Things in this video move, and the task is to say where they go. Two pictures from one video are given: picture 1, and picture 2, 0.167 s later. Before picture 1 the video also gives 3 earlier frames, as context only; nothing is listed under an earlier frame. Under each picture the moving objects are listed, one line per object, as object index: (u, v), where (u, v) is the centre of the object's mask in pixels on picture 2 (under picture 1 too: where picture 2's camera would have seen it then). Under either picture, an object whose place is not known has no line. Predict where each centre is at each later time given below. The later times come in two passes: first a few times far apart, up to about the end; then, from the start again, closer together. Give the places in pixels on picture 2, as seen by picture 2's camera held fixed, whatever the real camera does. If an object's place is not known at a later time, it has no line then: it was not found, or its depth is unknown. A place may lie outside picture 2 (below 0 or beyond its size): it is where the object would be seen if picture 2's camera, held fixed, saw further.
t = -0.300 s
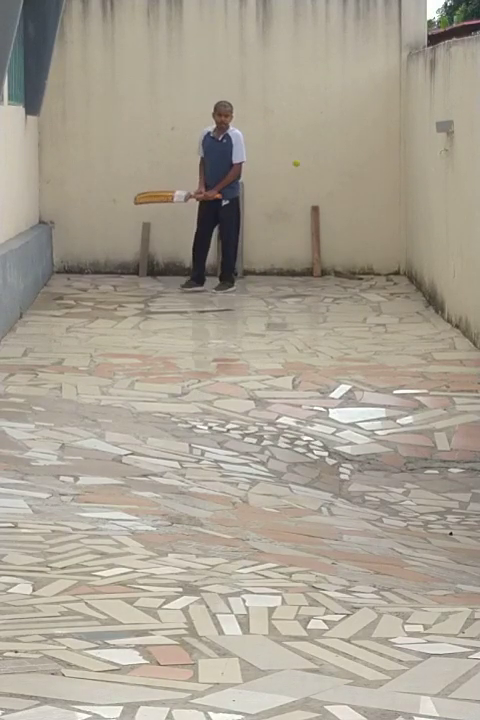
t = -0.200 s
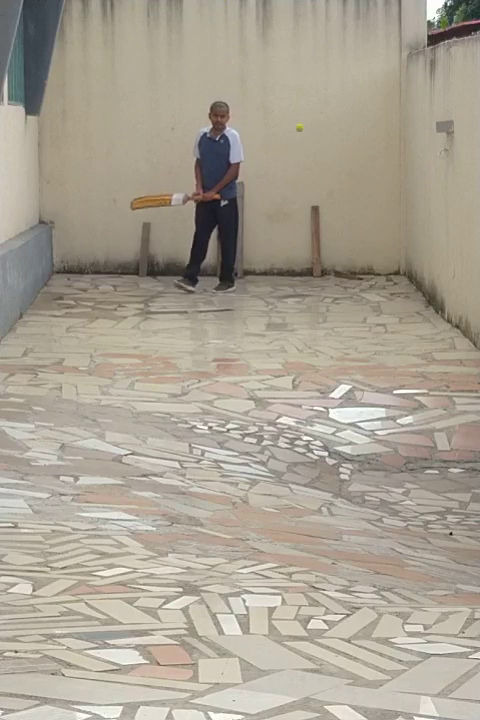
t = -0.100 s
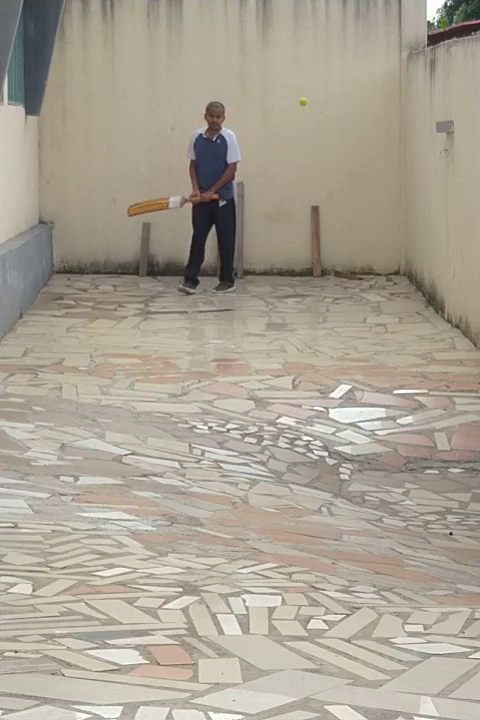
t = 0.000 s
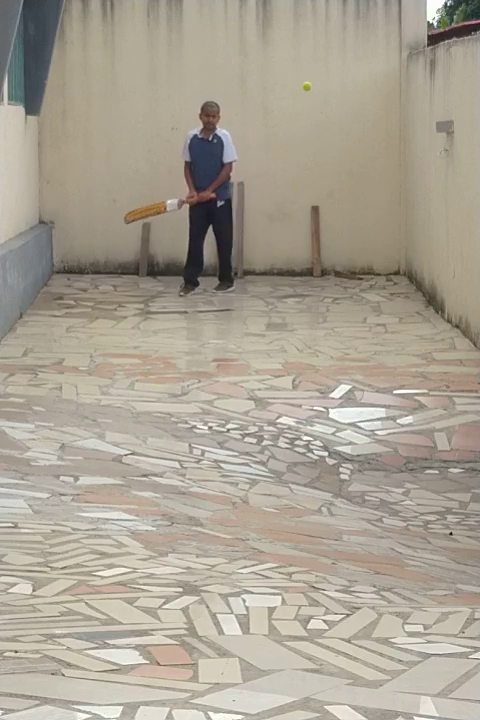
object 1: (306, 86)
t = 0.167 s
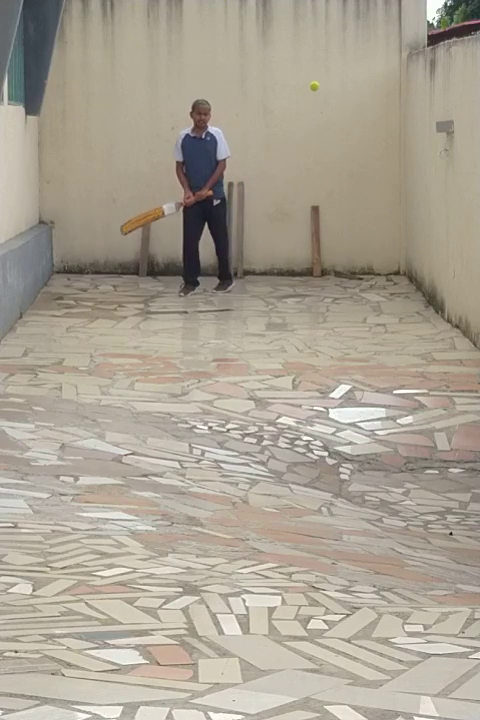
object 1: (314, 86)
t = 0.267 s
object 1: (319, 104)
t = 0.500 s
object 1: (332, 206)
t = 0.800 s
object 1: (359, 392)
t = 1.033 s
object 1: (396, 344)
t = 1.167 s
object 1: (418, 361)
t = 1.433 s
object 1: (468, 503)
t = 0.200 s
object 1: (315, 91)
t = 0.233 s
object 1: (317, 96)
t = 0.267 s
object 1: (319, 104)
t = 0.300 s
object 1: (320, 113)
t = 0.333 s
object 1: (323, 124)
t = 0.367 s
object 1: (324, 137)
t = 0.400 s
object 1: (326, 151)
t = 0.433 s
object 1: (328, 167)
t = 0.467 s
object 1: (330, 186)
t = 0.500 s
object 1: (332, 206)
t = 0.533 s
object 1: (335, 229)
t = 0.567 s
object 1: (338, 253)
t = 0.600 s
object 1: (340, 280)
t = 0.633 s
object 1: (342, 309)
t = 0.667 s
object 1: (345, 341)
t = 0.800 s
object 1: (359, 392)
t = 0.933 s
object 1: (380, 353)
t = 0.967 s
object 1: (386, 348)
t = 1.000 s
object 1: (391, 345)
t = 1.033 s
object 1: (396, 344)
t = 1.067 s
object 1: (402, 345)
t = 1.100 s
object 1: (408, 348)
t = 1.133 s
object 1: (413, 353)
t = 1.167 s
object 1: (418, 361)
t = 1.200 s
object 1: (424, 370)
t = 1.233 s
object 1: (431, 382)
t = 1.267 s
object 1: (437, 396)
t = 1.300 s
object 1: (443, 413)
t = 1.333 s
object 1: (449, 432)
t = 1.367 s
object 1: (456, 454)
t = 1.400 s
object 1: (461, 477)
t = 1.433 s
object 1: (468, 503)
